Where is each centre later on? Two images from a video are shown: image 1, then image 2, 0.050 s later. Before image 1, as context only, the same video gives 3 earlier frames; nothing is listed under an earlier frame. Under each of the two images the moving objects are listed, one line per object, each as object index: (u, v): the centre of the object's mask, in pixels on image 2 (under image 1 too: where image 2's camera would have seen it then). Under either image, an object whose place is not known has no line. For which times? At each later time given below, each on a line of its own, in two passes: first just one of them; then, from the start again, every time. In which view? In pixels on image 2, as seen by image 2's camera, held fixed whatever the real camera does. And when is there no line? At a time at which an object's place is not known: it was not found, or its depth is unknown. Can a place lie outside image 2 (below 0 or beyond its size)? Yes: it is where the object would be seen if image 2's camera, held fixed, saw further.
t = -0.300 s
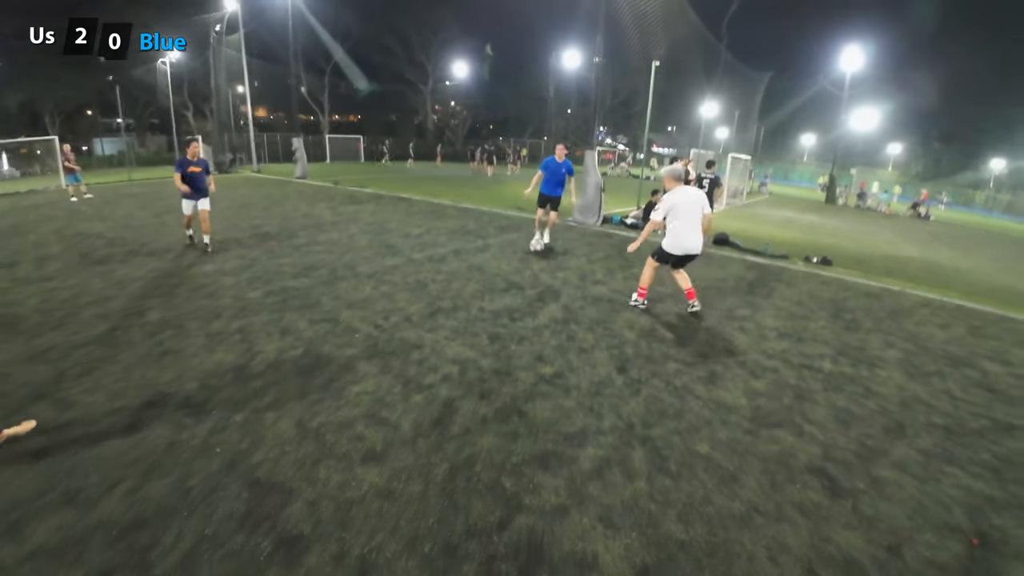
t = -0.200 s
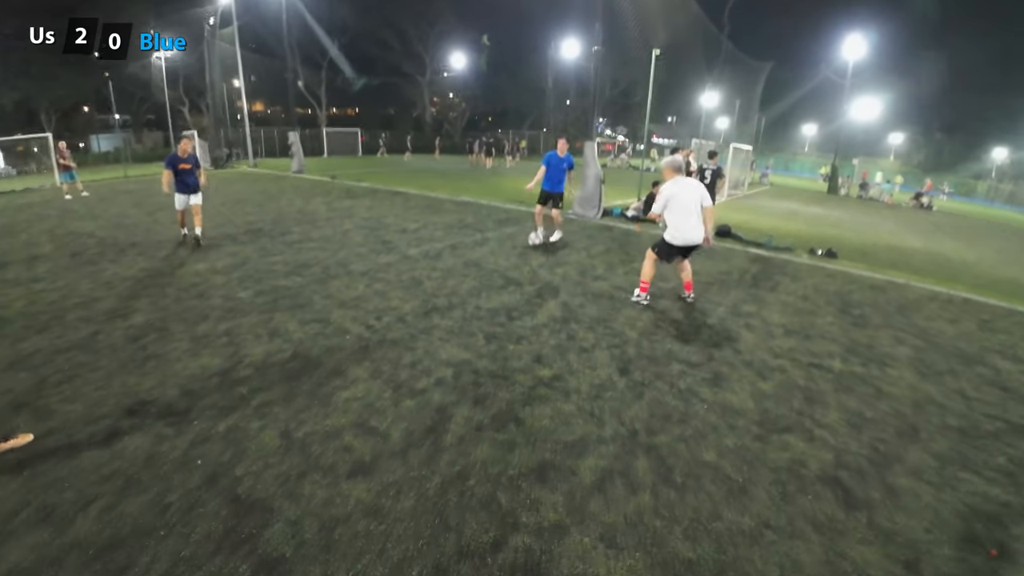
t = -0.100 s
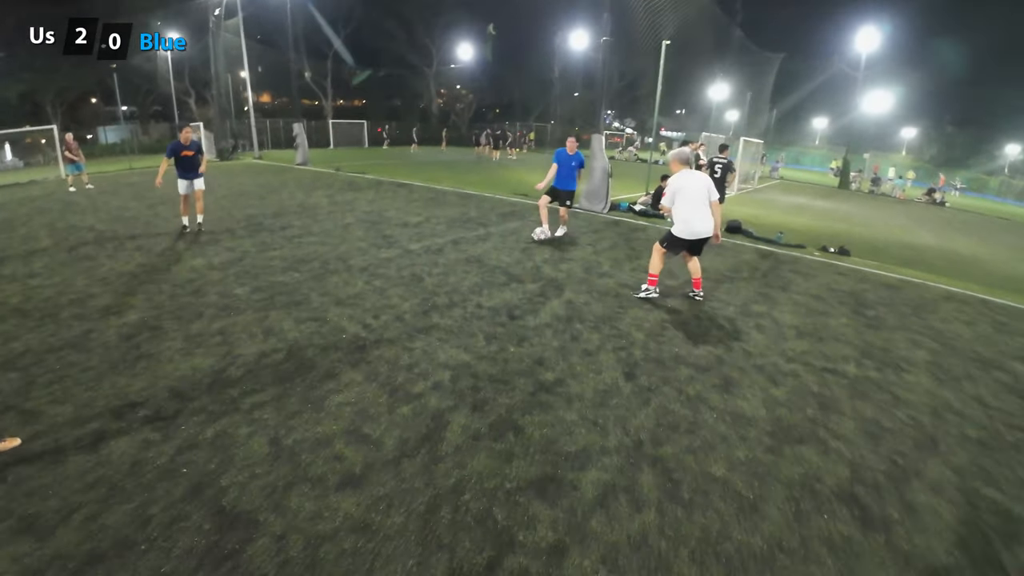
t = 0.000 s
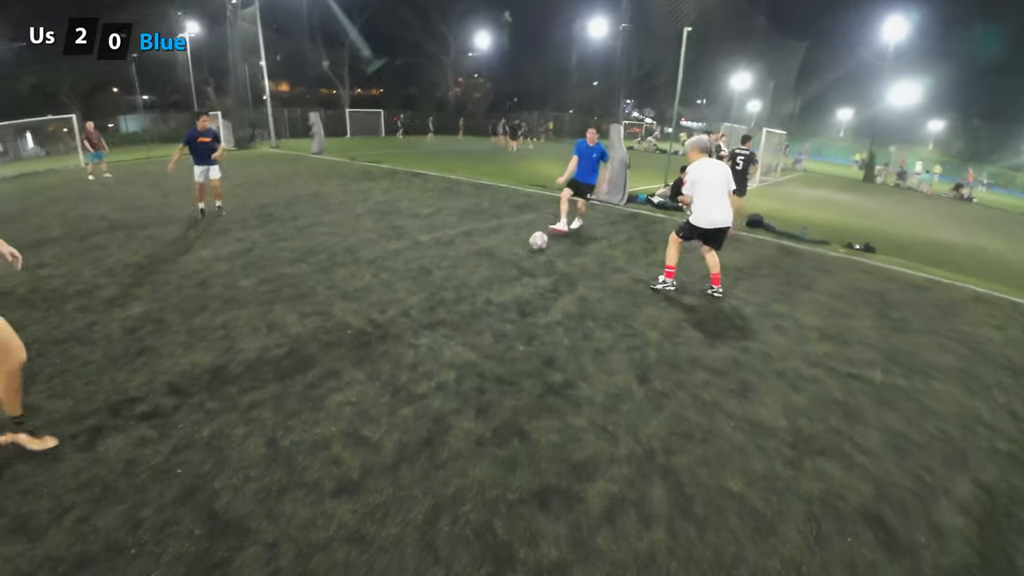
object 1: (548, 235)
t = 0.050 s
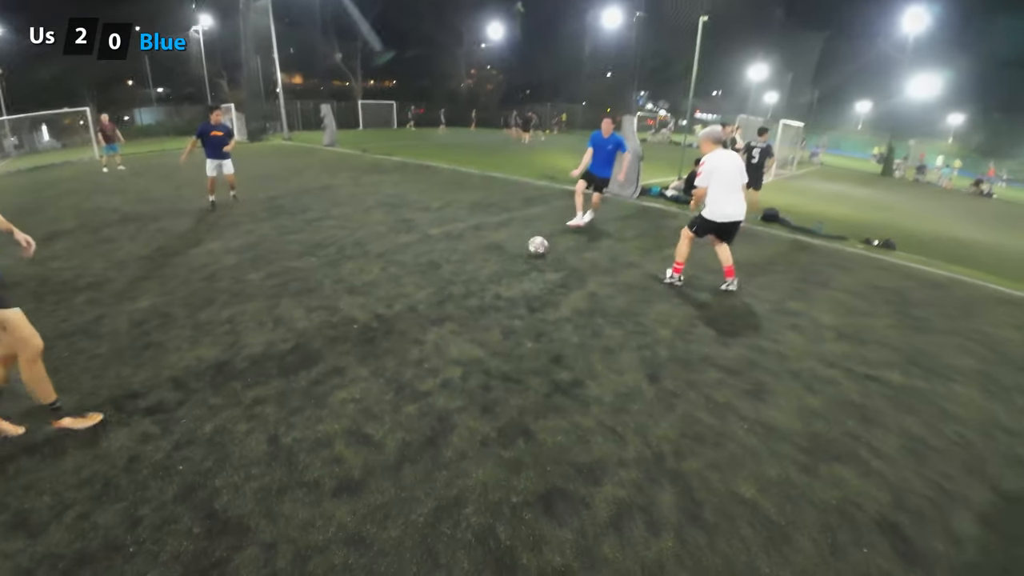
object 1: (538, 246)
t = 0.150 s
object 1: (514, 269)
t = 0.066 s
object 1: (534, 249)
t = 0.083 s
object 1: (531, 252)
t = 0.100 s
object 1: (527, 257)
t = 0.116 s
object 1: (523, 260)
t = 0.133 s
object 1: (518, 264)
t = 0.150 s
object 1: (514, 269)
